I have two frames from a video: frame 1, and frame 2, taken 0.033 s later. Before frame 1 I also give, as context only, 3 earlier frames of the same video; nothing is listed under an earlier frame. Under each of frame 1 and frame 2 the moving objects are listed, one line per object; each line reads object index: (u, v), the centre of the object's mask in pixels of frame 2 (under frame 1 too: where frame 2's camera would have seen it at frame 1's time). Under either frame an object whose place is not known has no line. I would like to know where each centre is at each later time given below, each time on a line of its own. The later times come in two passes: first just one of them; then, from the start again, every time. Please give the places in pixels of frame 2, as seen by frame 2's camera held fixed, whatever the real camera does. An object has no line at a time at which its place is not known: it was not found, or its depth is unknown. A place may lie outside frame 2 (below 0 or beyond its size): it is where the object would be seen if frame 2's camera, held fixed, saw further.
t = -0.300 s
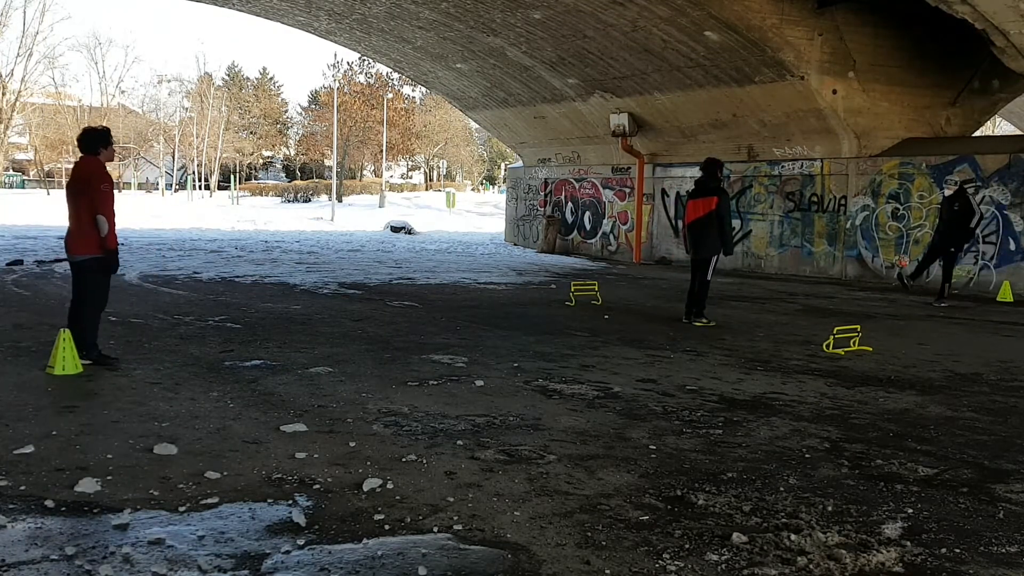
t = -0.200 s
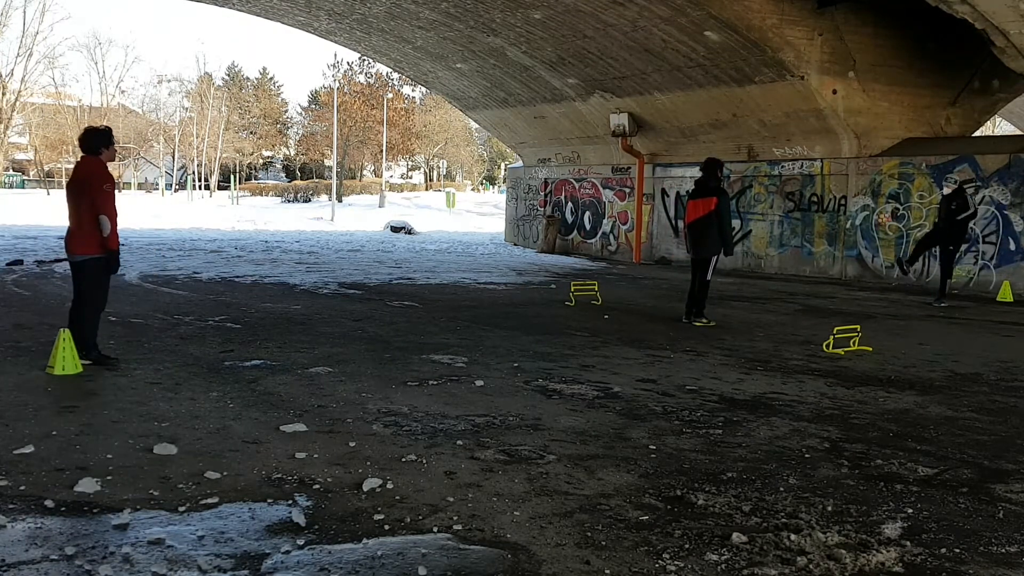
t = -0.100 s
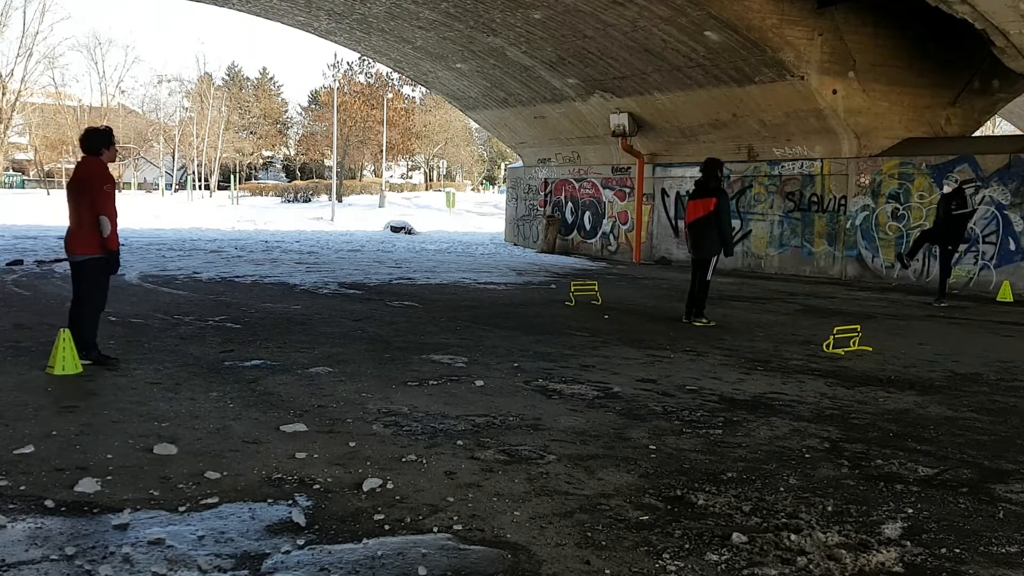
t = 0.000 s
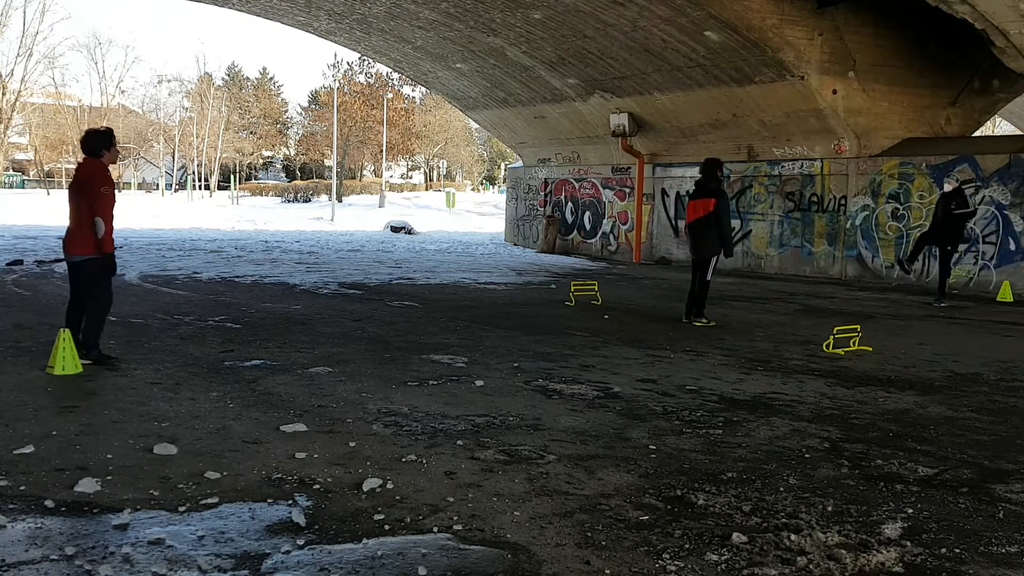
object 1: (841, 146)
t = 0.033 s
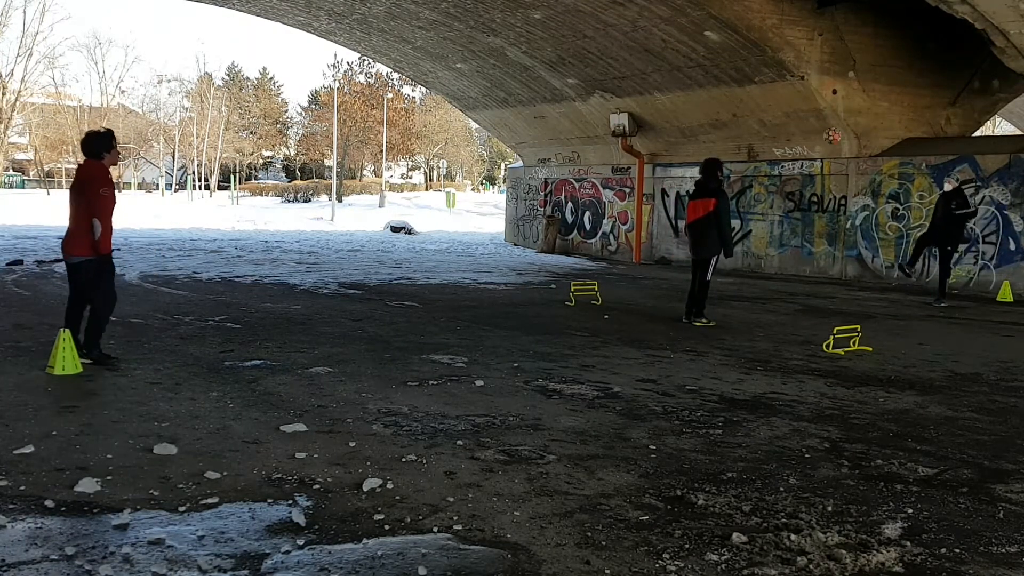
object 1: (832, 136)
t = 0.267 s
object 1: (769, 81)
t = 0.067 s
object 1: (824, 126)
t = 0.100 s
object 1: (816, 117)
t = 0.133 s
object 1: (808, 108)
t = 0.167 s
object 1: (798, 100)
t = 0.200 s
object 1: (789, 92)
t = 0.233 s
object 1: (779, 86)
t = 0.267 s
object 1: (769, 81)
